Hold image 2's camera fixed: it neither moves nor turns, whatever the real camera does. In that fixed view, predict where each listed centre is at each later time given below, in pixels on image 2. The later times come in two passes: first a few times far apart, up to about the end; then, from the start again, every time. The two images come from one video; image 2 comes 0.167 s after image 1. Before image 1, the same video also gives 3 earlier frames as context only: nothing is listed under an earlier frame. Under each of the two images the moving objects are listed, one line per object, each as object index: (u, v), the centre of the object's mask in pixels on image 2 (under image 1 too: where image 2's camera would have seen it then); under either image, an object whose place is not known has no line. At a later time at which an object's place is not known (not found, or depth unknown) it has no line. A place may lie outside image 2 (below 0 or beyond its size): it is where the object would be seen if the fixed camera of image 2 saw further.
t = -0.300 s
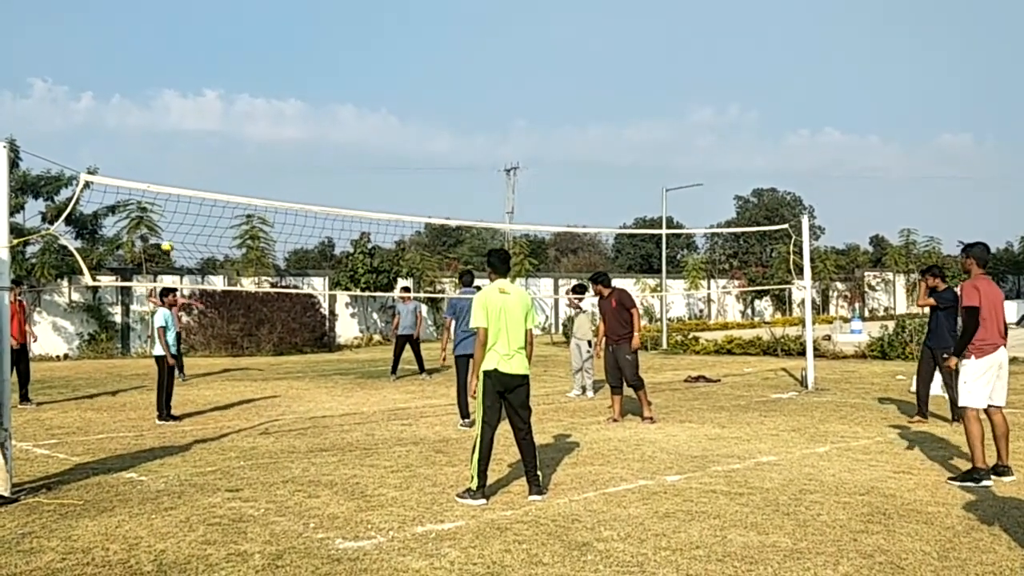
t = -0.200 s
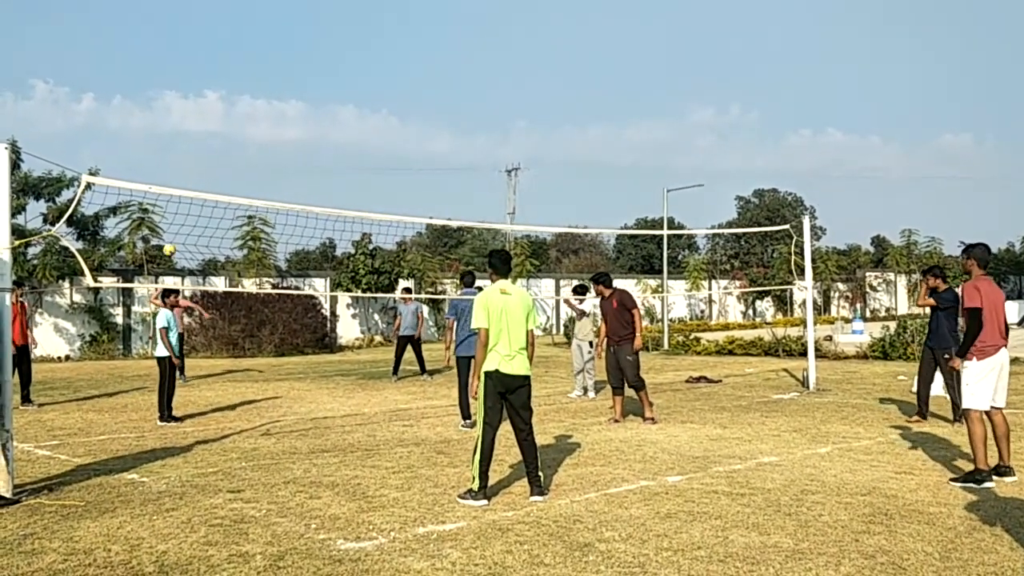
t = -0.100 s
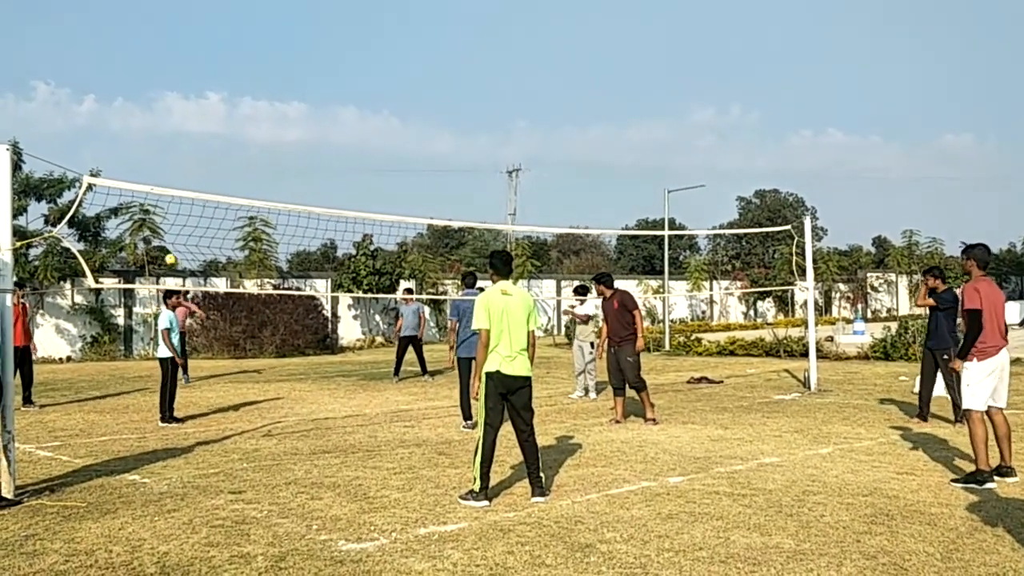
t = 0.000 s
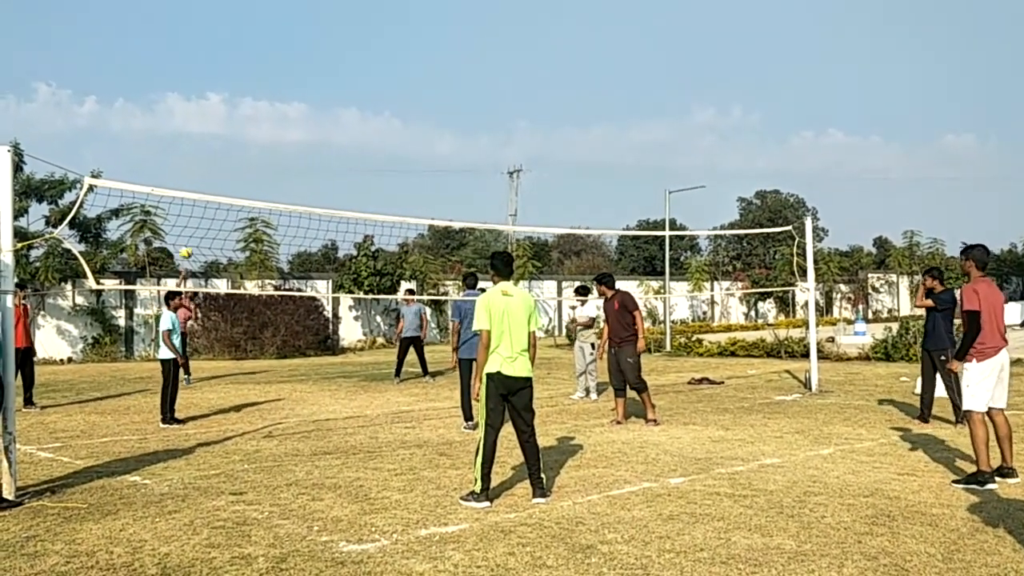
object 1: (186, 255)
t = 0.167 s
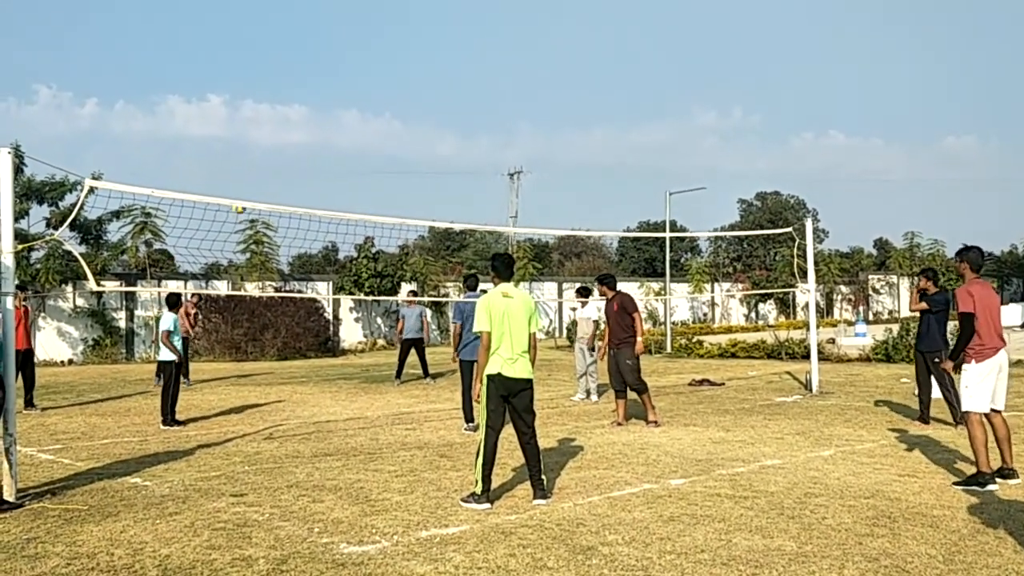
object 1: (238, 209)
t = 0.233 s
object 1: (262, 190)
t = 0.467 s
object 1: (359, 145)
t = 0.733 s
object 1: (505, 132)
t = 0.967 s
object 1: (694, 177)
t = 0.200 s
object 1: (250, 198)
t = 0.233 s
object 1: (262, 190)
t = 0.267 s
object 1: (275, 182)
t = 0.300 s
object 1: (287, 175)
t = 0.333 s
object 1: (300, 168)
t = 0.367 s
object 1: (314, 162)
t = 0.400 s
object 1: (328, 155)
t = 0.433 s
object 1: (343, 149)
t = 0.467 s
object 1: (359, 145)
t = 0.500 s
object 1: (374, 140)
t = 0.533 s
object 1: (390, 137)
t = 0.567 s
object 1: (408, 134)
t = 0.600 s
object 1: (426, 132)
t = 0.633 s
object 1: (445, 131)
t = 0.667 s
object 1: (464, 130)
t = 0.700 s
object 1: (485, 130)
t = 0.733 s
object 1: (505, 132)
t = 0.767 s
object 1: (527, 134)
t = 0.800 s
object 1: (551, 138)
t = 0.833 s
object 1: (576, 142)
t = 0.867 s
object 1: (602, 148)
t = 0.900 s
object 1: (631, 156)
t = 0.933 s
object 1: (661, 165)
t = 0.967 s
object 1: (694, 177)
